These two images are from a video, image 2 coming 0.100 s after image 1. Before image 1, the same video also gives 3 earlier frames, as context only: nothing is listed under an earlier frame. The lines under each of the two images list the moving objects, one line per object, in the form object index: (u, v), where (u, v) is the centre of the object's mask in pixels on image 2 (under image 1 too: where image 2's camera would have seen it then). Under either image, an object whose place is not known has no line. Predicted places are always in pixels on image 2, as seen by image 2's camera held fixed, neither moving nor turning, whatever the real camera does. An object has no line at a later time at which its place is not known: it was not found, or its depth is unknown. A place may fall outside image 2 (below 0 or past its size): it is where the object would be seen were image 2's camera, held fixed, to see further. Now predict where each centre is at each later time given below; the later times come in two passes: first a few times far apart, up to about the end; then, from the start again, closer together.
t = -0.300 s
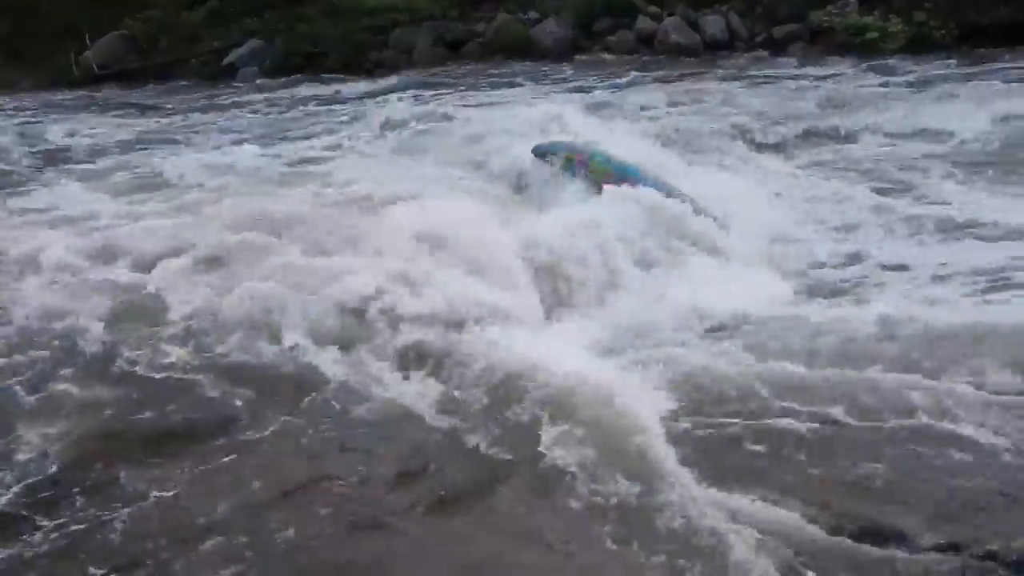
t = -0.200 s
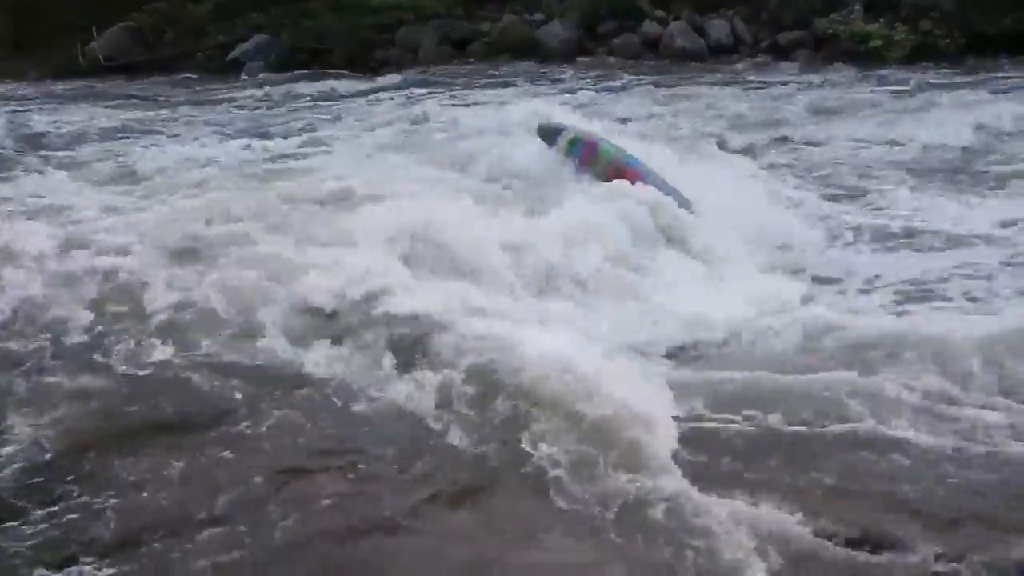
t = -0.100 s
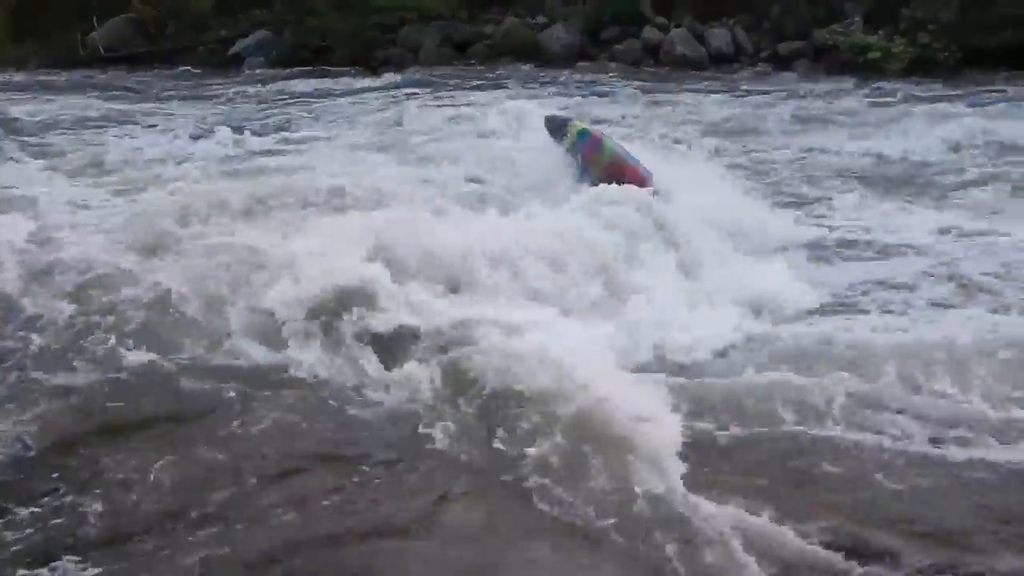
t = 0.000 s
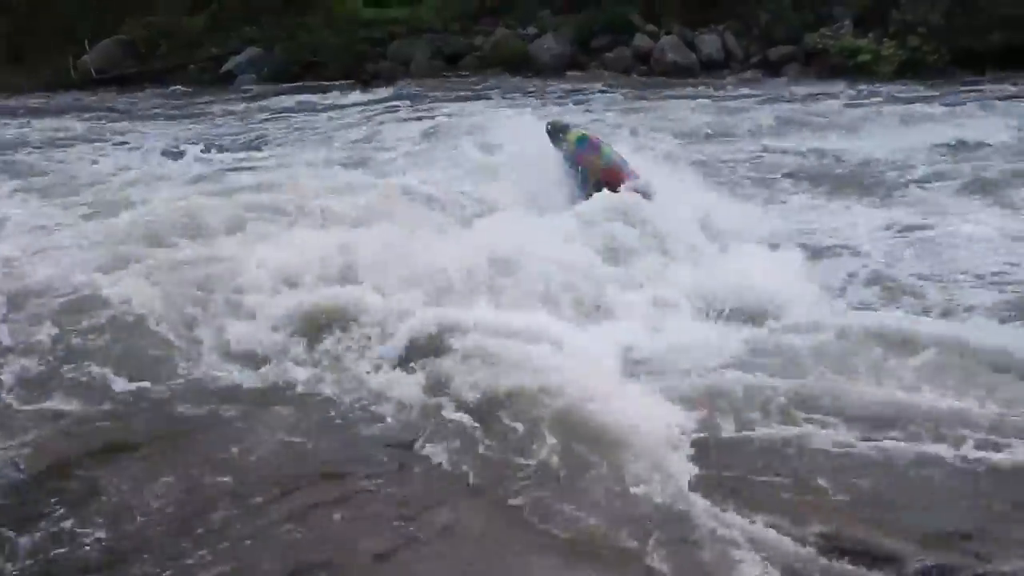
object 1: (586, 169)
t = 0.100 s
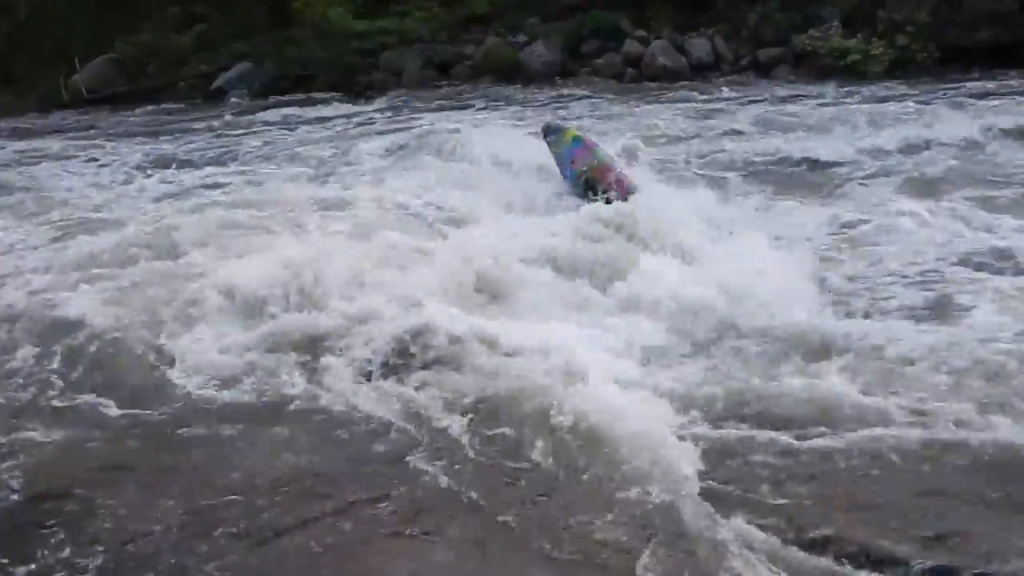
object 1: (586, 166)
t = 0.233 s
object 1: (579, 157)
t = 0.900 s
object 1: (571, 153)
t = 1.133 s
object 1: (558, 158)
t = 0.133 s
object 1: (586, 163)
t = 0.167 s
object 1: (584, 161)
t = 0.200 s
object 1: (581, 158)
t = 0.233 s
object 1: (579, 157)
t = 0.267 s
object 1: (575, 154)
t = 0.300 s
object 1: (571, 153)
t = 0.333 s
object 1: (568, 153)
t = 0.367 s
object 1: (569, 157)
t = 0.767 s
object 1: (569, 150)
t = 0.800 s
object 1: (570, 150)
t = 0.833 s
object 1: (570, 151)
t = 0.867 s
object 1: (571, 152)
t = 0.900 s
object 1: (571, 153)
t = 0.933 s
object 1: (572, 155)
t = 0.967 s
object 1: (571, 157)
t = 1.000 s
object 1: (570, 158)
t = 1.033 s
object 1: (567, 159)
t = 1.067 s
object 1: (564, 159)
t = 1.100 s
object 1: (561, 158)
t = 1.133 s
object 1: (558, 158)
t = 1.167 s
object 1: (556, 157)
